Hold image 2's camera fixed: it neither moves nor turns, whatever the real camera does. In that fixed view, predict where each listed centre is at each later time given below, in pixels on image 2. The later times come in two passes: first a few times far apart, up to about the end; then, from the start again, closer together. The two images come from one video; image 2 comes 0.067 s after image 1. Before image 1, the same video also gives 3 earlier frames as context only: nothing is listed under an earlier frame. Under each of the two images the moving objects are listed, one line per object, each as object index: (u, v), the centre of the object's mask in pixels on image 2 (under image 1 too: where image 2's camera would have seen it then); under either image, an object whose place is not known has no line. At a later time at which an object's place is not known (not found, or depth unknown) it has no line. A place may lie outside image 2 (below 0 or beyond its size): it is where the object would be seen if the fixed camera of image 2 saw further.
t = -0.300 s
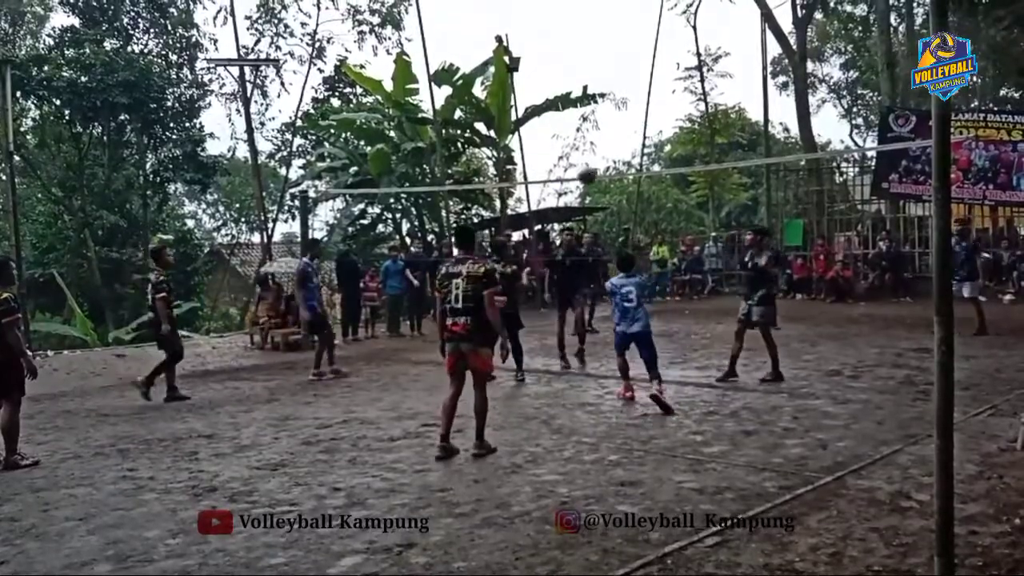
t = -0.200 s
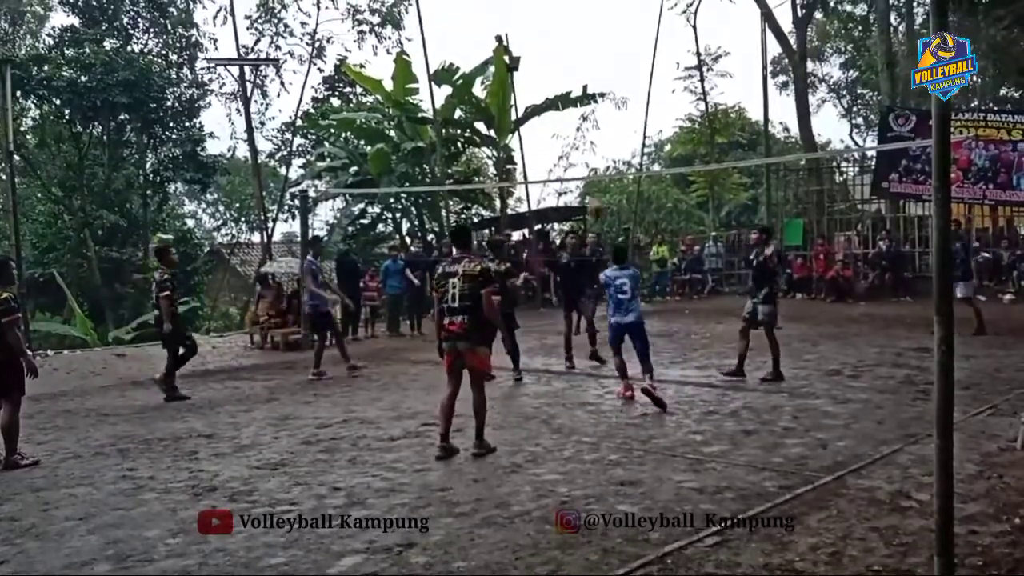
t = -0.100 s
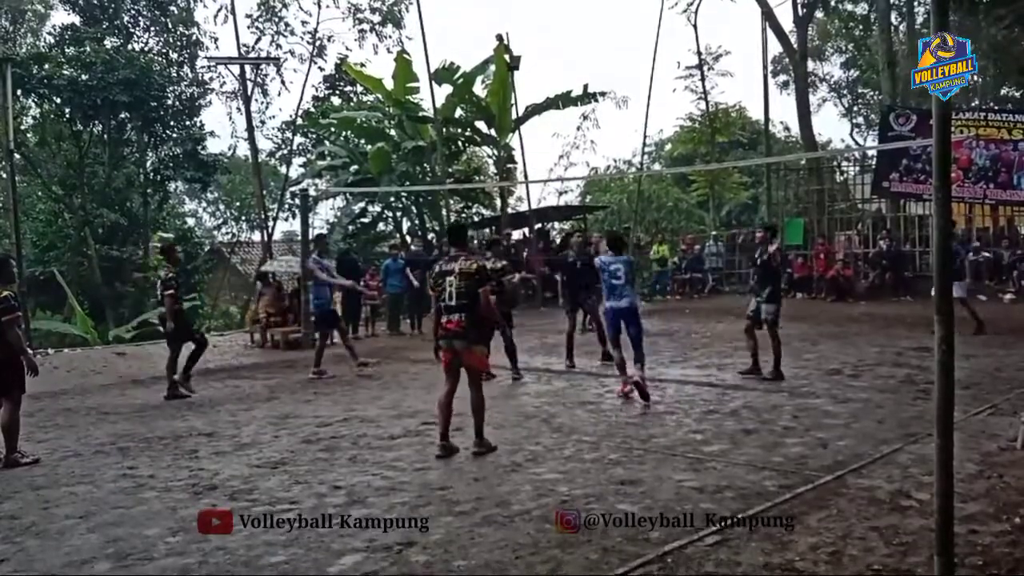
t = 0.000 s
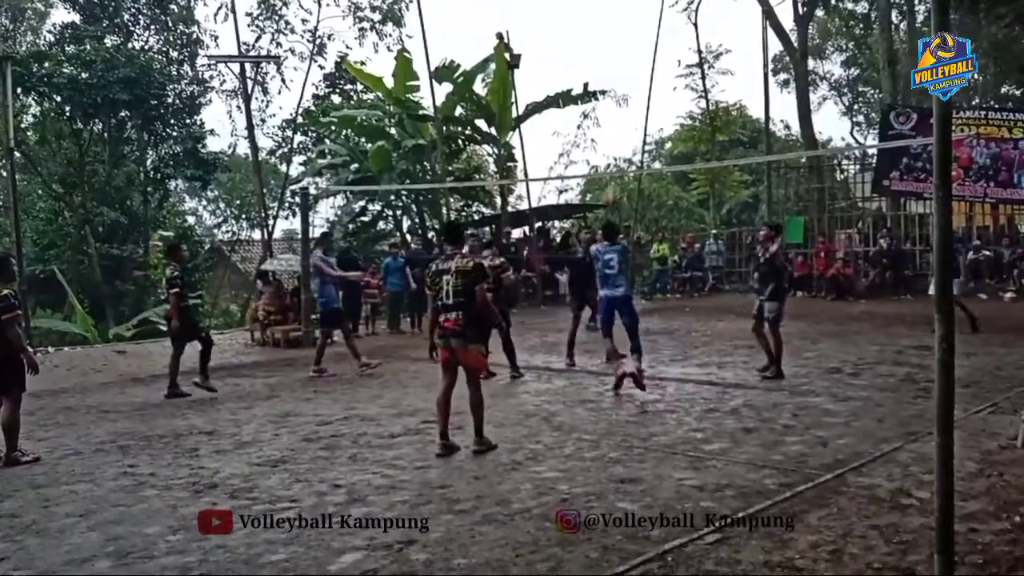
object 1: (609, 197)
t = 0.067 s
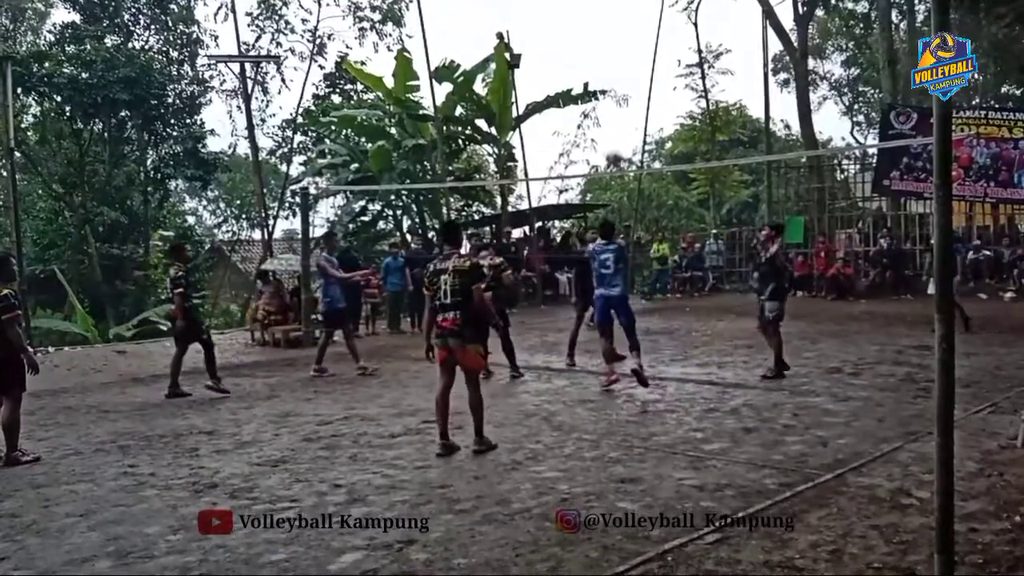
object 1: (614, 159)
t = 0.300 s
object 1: (617, 58)
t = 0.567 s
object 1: (621, 10)
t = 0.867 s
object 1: (628, 29)
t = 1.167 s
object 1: (635, 119)
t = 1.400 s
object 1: (640, 223)
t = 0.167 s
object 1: (615, 109)
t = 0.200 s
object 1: (615, 95)
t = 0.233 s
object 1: (616, 81)
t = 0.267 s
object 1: (616, 69)
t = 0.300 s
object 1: (617, 58)
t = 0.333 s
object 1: (617, 48)
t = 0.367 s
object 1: (618, 39)
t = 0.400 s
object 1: (618, 32)
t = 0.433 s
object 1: (619, 25)
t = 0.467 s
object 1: (620, 19)
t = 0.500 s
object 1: (620, 15)
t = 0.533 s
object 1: (621, 12)
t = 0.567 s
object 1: (621, 10)
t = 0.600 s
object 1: (622, 10)
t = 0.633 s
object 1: (623, 9)
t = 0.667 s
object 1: (624, 9)
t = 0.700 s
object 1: (624, 10)
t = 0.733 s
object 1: (625, 11)
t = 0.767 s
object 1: (626, 14)
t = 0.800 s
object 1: (626, 18)
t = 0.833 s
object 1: (627, 23)
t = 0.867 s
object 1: (628, 29)
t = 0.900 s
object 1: (629, 36)
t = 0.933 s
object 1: (629, 43)
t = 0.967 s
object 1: (630, 52)
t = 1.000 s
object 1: (631, 61)
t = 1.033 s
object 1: (632, 71)
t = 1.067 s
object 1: (633, 82)
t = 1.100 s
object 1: (633, 94)
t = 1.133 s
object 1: (634, 106)
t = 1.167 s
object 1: (635, 119)
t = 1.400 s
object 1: (640, 223)
